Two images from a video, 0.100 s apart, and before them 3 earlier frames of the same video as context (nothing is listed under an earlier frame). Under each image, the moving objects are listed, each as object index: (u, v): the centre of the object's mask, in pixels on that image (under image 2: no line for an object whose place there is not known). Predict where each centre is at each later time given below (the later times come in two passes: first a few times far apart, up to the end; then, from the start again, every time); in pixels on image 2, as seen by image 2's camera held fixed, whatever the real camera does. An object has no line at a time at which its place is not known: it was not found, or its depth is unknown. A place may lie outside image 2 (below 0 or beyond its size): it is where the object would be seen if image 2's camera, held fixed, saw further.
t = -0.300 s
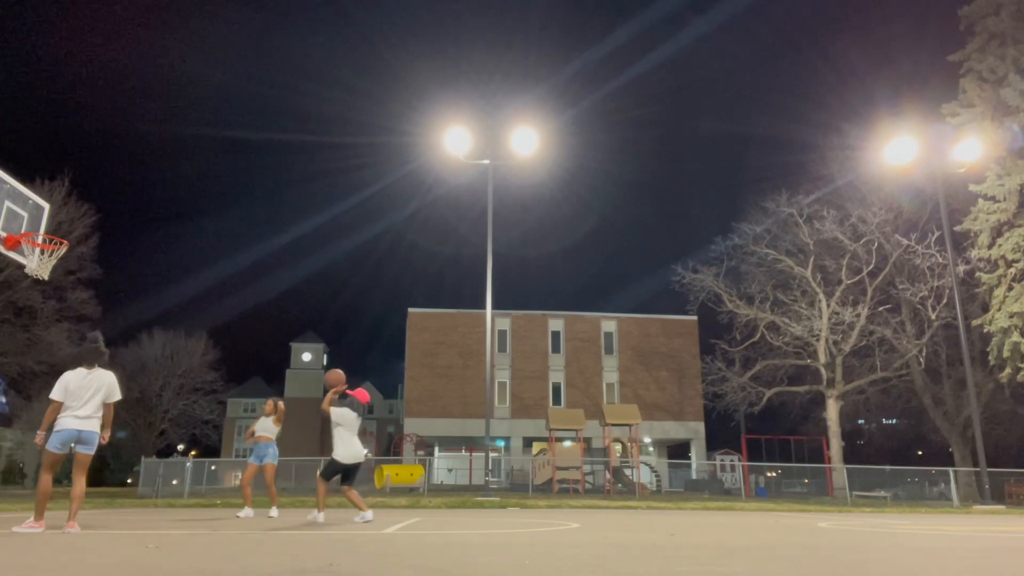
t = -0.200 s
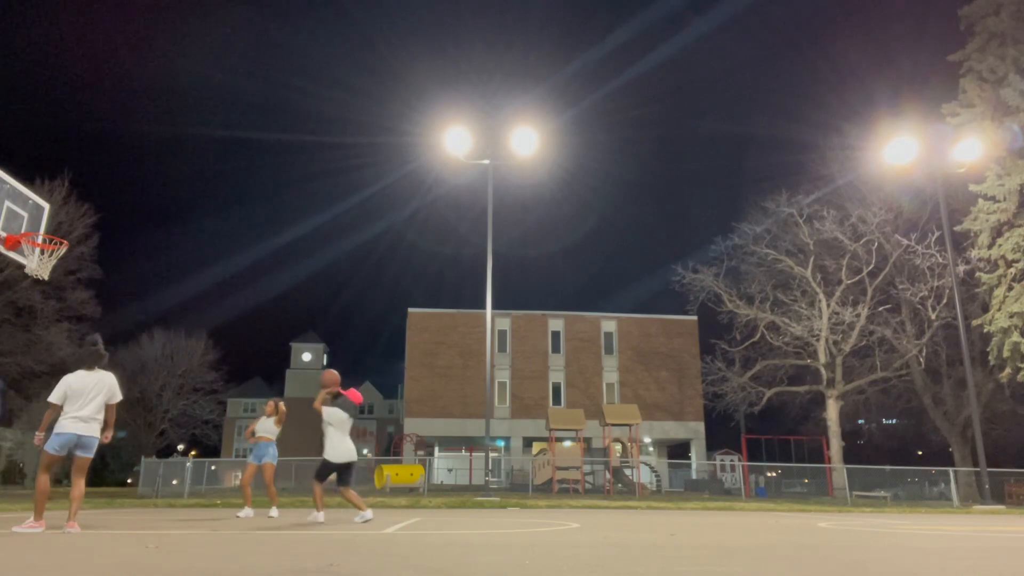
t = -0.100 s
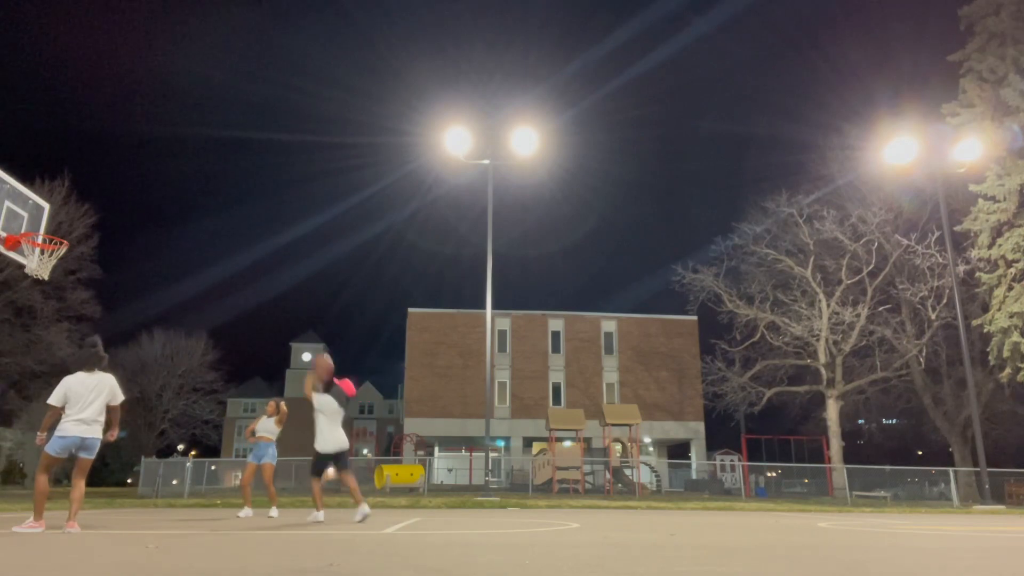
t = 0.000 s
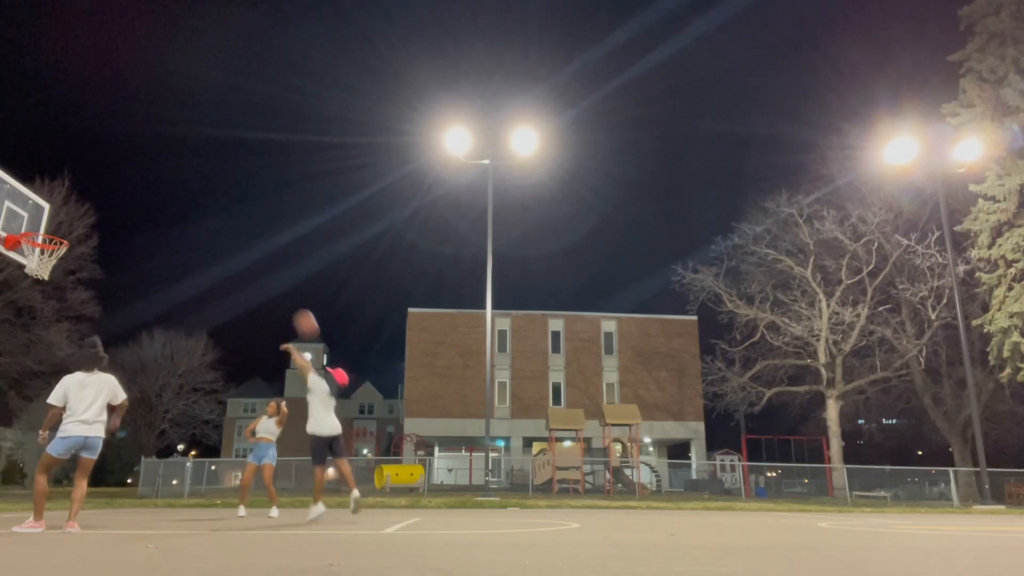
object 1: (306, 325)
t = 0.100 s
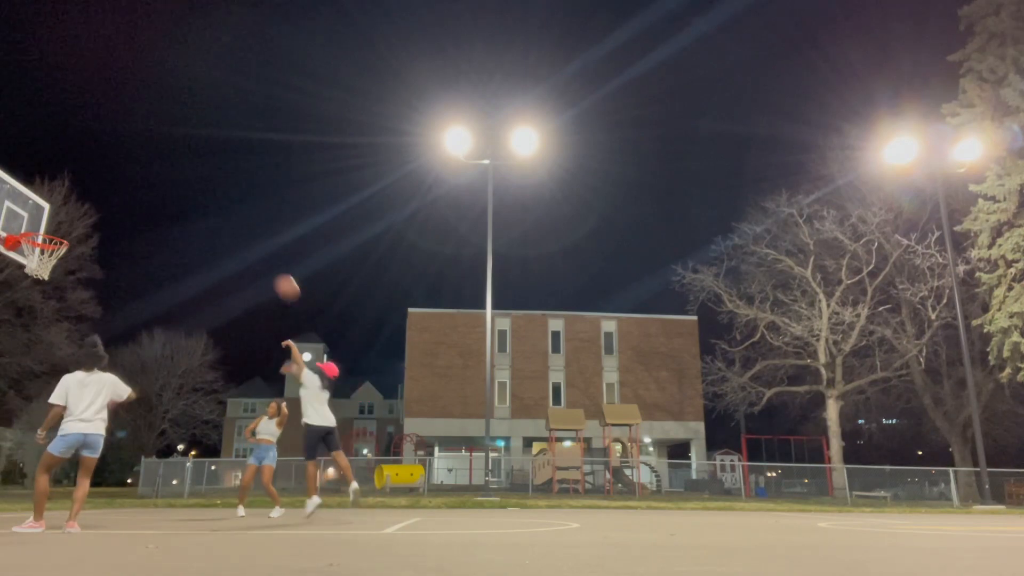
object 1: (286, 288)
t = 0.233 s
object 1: (261, 253)
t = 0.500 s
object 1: (211, 230)
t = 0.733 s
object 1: (163, 252)
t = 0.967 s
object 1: (113, 313)
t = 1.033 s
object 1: (101, 336)
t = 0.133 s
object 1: (280, 278)
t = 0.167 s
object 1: (274, 268)
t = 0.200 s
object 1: (268, 261)
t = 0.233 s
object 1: (261, 253)
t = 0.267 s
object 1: (255, 247)
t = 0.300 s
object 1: (249, 242)
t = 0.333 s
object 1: (242, 237)
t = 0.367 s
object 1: (236, 234)
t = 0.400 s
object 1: (230, 232)
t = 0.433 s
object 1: (224, 230)
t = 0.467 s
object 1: (217, 230)
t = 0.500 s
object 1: (211, 230)
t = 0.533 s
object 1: (204, 230)
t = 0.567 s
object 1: (198, 232)
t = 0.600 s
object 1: (191, 234)
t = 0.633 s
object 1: (184, 237)
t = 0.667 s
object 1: (177, 241)
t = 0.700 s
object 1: (170, 246)
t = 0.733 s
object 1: (163, 252)
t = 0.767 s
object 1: (156, 258)
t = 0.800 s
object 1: (150, 265)
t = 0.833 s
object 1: (143, 273)
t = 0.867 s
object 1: (135, 282)
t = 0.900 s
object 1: (128, 291)
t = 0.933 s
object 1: (120, 302)
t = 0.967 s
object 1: (113, 313)
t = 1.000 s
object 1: (105, 326)
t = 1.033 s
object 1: (101, 336)
